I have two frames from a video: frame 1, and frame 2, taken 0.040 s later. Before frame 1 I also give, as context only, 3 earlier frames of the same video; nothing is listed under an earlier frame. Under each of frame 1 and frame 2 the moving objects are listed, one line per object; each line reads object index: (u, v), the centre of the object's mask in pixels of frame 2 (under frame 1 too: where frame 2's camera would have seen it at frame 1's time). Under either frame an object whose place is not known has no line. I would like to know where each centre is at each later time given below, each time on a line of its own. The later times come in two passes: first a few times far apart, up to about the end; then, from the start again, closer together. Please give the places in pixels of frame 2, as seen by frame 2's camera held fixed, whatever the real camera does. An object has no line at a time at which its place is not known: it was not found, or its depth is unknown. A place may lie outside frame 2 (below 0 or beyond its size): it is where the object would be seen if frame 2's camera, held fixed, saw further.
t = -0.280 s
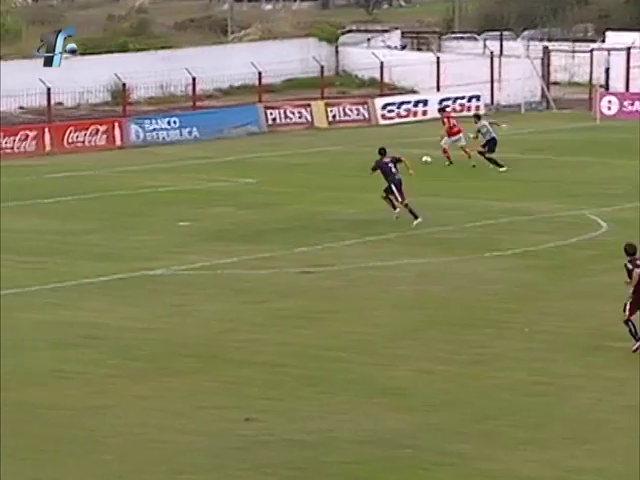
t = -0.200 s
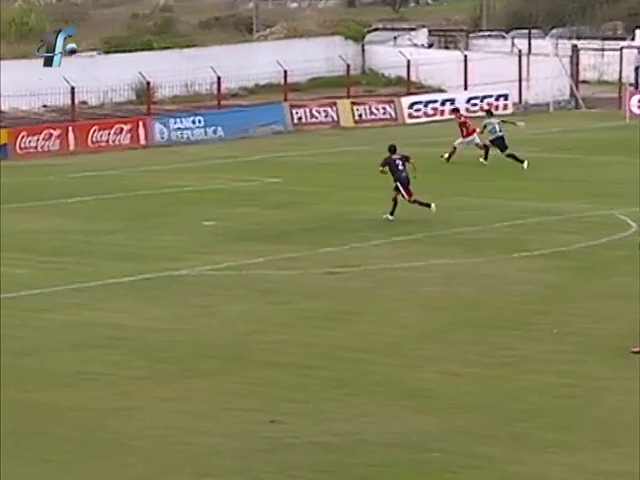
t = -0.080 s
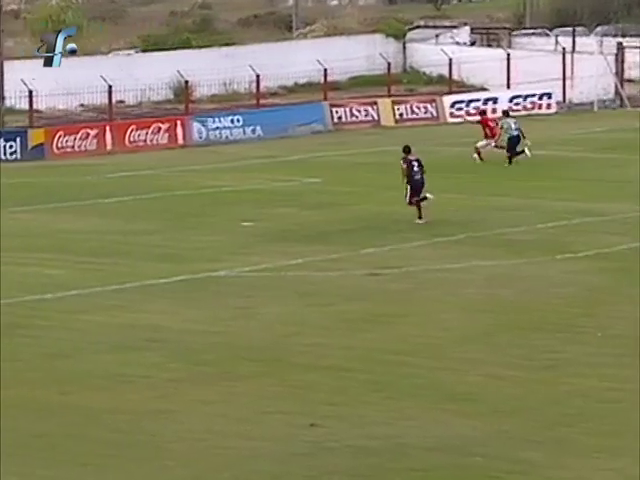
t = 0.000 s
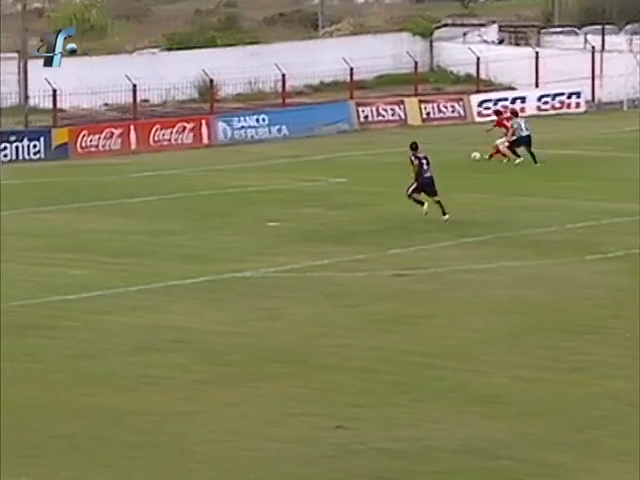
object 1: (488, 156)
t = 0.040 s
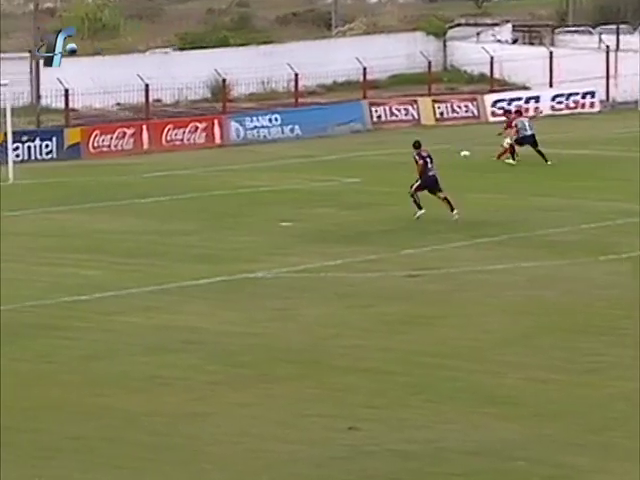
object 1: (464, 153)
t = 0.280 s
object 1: (322, 159)
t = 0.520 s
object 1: (190, 168)
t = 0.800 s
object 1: (59, 173)
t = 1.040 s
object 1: (-44, 176)
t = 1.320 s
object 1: (-163, 190)
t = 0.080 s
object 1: (441, 153)
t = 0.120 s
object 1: (417, 152)
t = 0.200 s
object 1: (369, 155)
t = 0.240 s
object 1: (345, 156)
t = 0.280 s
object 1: (322, 159)
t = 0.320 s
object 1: (297, 163)
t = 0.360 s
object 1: (274, 169)
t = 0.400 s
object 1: (252, 169)
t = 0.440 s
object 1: (232, 167)
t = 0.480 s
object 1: (210, 167)
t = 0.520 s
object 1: (190, 168)
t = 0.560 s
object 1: (170, 170)
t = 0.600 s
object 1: (149, 172)
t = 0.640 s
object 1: (129, 175)
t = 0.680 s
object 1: (110, 174)
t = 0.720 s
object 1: (93, 173)
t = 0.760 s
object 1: (76, 173)
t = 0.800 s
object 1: (59, 173)
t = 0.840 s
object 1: (40, 176)
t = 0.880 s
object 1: (22, 177)
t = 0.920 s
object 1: (6, 179)
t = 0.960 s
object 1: (-10, 180)
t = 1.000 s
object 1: (-28, 178)
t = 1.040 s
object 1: (-44, 176)
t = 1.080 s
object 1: (-61, 177)
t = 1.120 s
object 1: (-79, 177)
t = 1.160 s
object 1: (-94, 178)
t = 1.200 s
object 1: (-111, 182)
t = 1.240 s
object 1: (-128, 183)
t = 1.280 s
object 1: (-145, 187)
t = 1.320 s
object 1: (-163, 190)
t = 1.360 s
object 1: (-180, 189)
